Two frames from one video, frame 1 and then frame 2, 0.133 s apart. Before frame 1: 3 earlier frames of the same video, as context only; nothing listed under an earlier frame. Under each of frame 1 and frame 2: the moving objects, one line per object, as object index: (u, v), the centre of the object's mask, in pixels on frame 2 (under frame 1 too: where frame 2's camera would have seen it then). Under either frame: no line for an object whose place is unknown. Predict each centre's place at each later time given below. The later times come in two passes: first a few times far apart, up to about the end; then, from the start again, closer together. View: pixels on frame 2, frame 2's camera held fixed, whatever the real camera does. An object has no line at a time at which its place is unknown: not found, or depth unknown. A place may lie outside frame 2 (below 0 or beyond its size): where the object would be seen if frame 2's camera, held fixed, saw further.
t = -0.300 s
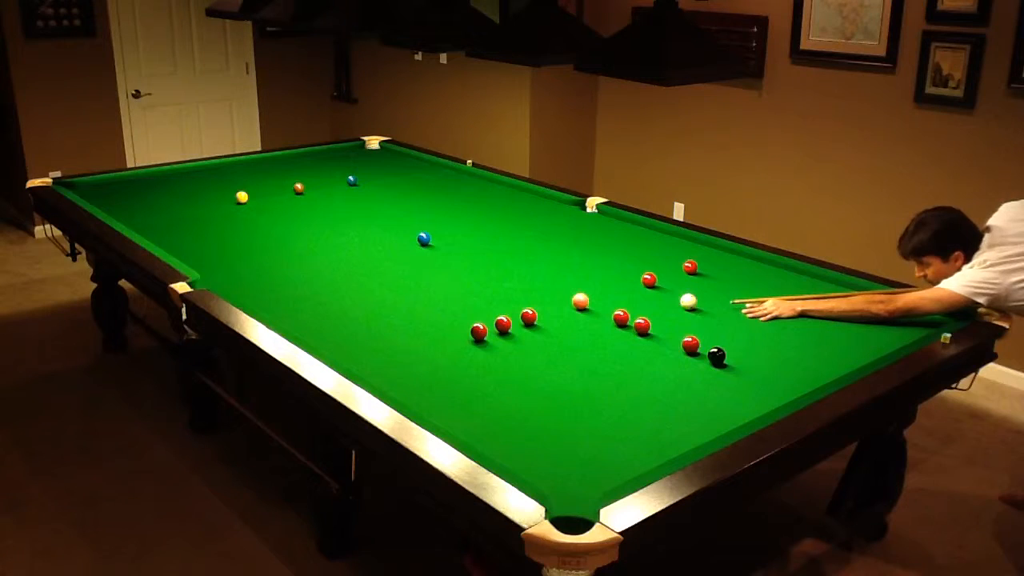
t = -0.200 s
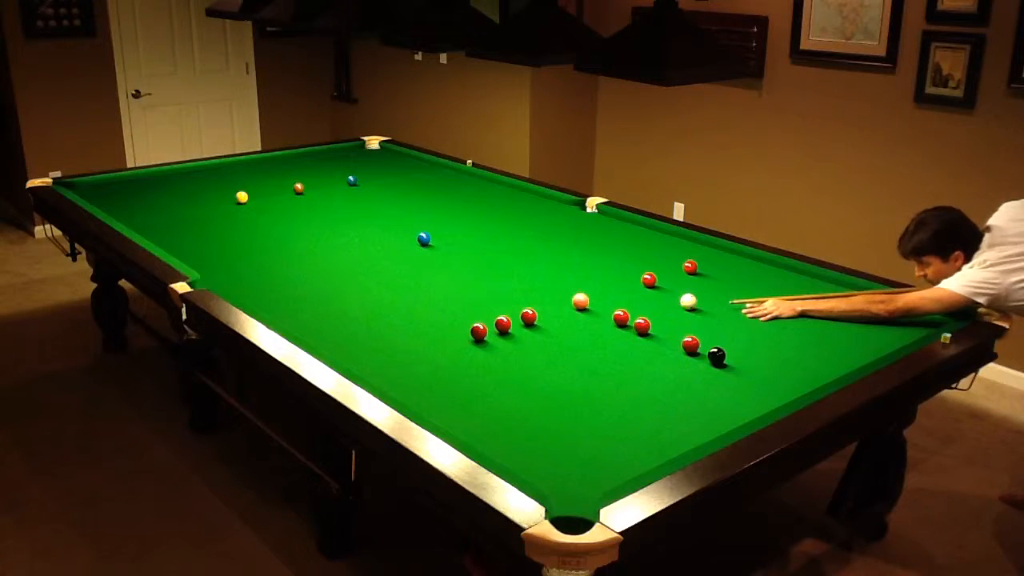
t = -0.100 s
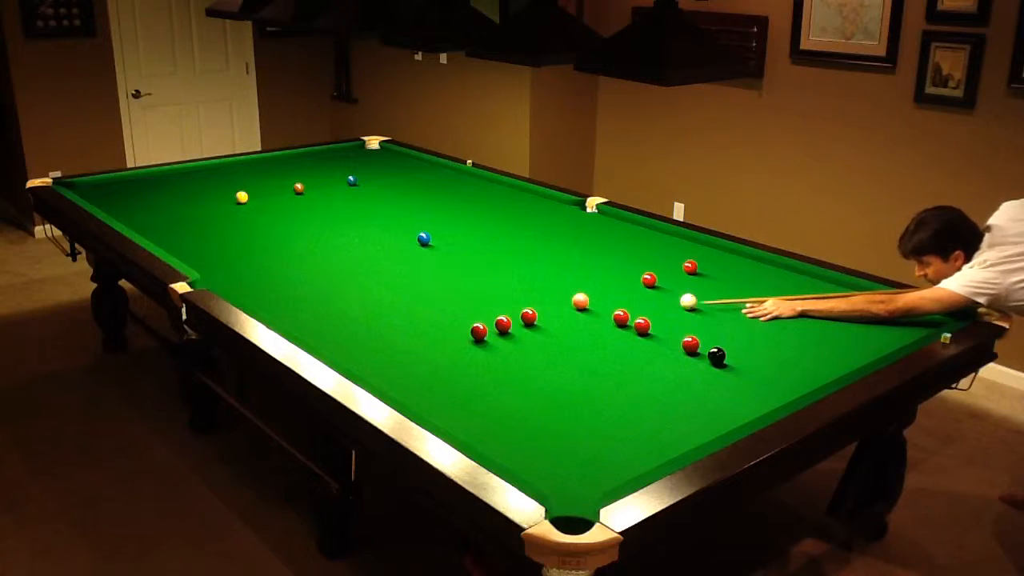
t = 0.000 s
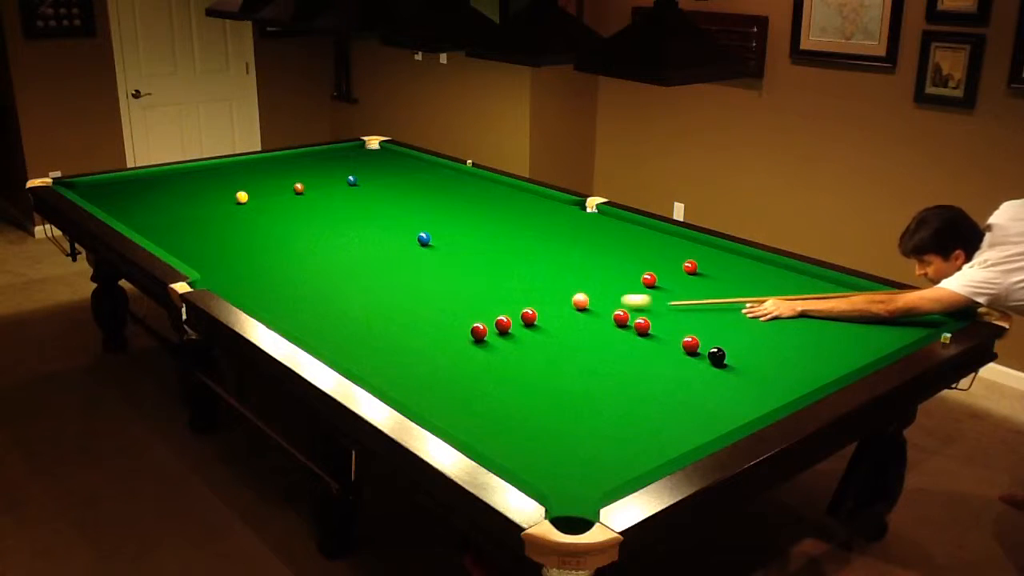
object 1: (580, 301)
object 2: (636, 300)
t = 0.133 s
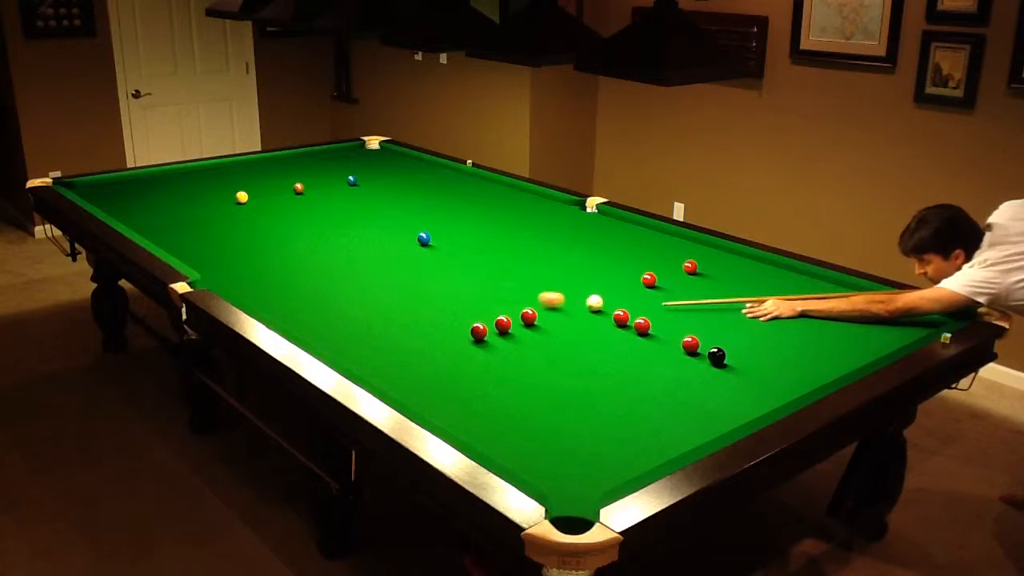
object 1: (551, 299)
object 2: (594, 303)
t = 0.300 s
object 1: (487, 297)
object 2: (589, 306)
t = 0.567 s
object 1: (397, 293)
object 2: (582, 310)
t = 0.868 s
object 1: (301, 289)
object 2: (575, 314)
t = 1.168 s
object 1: (208, 283)
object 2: (569, 317)
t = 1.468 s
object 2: (564, 319)
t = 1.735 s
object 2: (561, 321)
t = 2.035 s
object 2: (558, 322)
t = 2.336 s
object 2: (557, 322)
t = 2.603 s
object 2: (558, 322)
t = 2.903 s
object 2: (558, 322)
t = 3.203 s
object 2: (558, 322)
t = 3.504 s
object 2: (558, 322)
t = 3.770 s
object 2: (558, 322)
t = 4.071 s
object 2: (558, 322)
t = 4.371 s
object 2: (558, 322)
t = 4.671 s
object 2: (558, 322)
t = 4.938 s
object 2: (558, 322)
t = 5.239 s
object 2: (558, 322)
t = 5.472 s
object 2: (558, 323)
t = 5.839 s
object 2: (558, 322)
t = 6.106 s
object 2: (558, 322)
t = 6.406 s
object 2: (558, 322)
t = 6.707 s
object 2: (558, 322)
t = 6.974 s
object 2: (558, 322)
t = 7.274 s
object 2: (558, 322)
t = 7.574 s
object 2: (558, 322)
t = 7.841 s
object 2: (558, 322)
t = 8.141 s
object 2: (558, 322)
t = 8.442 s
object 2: (558, 322)
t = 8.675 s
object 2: (558, 322)
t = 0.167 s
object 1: (537, 299)
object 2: (593, 303)
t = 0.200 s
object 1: (523, 298)
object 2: (592, 304)
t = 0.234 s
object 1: (511, 298)
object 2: (591, 304)
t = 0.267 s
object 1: (499, 297)
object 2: (590, 305)
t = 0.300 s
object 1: (487, 297)
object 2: (589, 306)
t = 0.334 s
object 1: (476, 296)
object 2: (588, 306)
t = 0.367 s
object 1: (464, 296)
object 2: (587, 307)
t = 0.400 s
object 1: (453, 295)
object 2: (586, 307)
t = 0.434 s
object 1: (442, 295)
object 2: (586, 308)
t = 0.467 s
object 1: (430, 294)
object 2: (585, 308)
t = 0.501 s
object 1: (420, 294)
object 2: (584, 309)
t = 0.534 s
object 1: (408, 293)
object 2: (583, 309)
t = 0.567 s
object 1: (397, 293)
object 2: (582, 310)
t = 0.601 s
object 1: (386, 293)
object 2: (581, 310)
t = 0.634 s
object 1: (375, 292)
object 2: (580, 311)
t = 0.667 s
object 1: (364, 292)
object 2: (580, 311)
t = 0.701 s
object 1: (354, 291)
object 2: (579, 311)
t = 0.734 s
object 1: (343, 291)
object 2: (578, 312)
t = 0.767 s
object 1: (332, 291)
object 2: (577, 312)
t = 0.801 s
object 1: (322, 290)
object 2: (576, 313)
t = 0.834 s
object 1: (311, 290)
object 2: (576, 313)
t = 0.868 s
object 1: (301, 289)
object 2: (575, 314)
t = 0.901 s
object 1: (290, 289)
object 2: (574, 314)
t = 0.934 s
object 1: (280, 288)
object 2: (574, 314)
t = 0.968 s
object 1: (269, 288)
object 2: (573, 315)
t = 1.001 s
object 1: (259, 288)
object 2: (572, 315)
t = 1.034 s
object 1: (248, 287)
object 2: (571, 315)
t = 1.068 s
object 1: (239, 286)
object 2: (571, 316)
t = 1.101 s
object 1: (229, 285)
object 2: (570, 316)
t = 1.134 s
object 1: (219, 284)
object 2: (570, 316)
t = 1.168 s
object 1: (208, 283)
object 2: (569, 317)
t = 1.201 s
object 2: (568, 317)
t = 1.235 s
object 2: (568, 317)
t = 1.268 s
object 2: (567, 318)
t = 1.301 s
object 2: (567, 318)
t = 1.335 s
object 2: (566, 318)
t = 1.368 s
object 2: (566, 318)
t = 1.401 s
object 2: (565, 319)
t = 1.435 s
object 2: (565, 319)
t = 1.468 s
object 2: (564, 319)
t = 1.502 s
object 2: (564, 319)
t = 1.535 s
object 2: (563, 320)
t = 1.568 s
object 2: (563, 320)
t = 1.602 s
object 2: (562, 320)
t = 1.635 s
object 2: (562, 320)
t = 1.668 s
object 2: (561, 321)
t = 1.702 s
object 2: (561, 321)
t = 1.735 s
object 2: (561, 321)
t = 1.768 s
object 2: (561, 321)
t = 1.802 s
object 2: (560, 321)
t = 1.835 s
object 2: (560, 322)
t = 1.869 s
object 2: (560, 321)
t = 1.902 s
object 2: (559, 322)
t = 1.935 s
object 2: (559, 322)
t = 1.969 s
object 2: (559, 322)
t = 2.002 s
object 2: (559, 322)
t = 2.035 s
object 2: (558, 322)
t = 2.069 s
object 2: (558, 322)
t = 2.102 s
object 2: (558, 322)
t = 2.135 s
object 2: (558, 322)
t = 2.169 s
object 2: (558, 322)
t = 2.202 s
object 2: (558, 322)
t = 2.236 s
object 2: (558, 322)
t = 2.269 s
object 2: (558, 322)
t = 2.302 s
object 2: (557, 322)
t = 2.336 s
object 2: (557, 322)
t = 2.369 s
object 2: (557, 322)
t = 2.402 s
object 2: (557, 322)
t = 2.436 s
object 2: (558, 322)
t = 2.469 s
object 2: (558, 322)
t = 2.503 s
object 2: (558, 322)
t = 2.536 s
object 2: (558, 322)
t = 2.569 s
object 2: (558, 322)
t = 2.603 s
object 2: (558, 322)
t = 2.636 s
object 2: (558, 322)
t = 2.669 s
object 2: (558, 322)
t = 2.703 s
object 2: (558, 322)
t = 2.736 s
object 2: (558, 322)
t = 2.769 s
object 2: (558, 322)
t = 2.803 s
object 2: (558, 322)
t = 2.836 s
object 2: (558, 322)
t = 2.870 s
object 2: (558, 322)
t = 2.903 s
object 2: (558, 322)
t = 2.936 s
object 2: (558, 322)
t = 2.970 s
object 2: (558, 322)
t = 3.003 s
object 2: (558, 322)
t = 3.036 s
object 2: (558, 322)
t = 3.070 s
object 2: (558, 322)
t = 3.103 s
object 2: (558, 322)
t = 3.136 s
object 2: (558, 322)
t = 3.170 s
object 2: (558, 322)
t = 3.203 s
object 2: (558, 322)
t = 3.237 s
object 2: (558, 322)
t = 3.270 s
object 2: (558, 322)
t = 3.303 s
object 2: (558, 322)
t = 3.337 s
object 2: (558, 322)
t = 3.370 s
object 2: (558, 322)
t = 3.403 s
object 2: (558, 322)
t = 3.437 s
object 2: (558, 322)
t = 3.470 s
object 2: (558, 322)
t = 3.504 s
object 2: (558, 322)
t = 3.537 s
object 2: (558, 322)
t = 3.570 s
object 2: (558, 322)
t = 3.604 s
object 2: (558, 322)
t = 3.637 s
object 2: (558, 322)
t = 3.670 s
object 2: (558, 322)
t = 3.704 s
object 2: (558, 322)
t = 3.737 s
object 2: (558, 322)
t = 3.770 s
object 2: (558, 322)
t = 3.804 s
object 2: (558, 322)
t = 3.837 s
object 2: (558, 322)
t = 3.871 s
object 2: (558, 322)
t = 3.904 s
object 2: (558, 322)
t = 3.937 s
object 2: (558, 322)
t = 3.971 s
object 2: (558, 322)
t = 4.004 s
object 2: (558, 322)
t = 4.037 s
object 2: (558, 322)
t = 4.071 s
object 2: (558, 322)
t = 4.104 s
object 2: (558, 322)
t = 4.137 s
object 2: (558, 322)
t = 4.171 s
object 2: (558, 322)
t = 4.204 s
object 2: (558, 322)
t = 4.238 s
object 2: (558, 322)
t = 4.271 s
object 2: (558, 322)
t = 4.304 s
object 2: (558, 322)
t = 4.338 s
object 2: (558, 322)
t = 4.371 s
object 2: (558, 322)
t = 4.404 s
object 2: (558, 322)
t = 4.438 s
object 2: (558, 322)
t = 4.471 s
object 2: (558, 322)
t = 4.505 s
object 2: (558, 322)
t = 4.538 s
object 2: (558, 322)
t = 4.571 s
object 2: (558, 322)
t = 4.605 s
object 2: (558, 322)
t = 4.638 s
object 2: (558, 322)
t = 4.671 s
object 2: (558, 322)
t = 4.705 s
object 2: (558, 322)
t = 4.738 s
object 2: (558, 322)
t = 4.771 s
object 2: (558, 322)
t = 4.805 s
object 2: (558, 322)
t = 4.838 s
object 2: (558, 322)
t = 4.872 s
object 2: (558, 322)
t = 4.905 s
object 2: (558, 322)
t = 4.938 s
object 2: (558, 322)
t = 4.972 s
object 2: (558, 323)
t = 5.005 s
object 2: (558, 323)
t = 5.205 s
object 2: (558, 322)
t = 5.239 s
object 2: (558, 322)
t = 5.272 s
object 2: (558, 322)
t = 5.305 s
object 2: (558, 322)
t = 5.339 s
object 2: (558, 322)
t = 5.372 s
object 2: (558, 322)
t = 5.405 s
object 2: (558, 322)
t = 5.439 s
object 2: (558, 322)
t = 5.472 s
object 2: (558, 323)
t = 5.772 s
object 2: (561, 320)
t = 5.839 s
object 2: (558, 322)
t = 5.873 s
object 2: (558, 322)
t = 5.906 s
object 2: (558, 322)
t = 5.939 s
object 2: (558, 322)
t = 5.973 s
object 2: (558, 322)
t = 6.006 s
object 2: (558, 322)
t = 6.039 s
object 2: (558, 322)
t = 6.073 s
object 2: (558, 322)
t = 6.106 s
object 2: (558, 322)
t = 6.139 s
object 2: (558, 322)
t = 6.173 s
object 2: (558, 322)
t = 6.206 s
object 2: (558, 322)
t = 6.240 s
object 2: (558, 322)
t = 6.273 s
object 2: (558, 322)
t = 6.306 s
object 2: (558, 322)
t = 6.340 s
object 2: (558, 322)
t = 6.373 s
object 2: (558, 322)
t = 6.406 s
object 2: (558, 322)
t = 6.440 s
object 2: (558, 322)
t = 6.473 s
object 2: (558, 322)
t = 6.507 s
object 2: (558, 322)
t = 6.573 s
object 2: (558, 322)
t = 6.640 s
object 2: (558, 322)
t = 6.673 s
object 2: (558, 322)
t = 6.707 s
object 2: (558, 322)
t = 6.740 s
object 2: (558, 322)
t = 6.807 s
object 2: (558, 322)
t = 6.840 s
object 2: (558, 322)
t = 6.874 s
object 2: (558, 322)
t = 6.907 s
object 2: (558, 322)
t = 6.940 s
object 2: (558, 322)
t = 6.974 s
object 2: (558, 322)
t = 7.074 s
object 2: (558, 322)
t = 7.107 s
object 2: (558, 322)
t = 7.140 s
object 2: (558, 322)
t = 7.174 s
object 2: (558, 322)
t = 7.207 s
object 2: (558, 322)
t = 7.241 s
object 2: (558, 322)
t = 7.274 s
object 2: (558, 322)
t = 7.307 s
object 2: (558, 322)
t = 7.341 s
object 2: (558, 322)
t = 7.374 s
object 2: (558, 322)
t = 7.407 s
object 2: (558, 322)
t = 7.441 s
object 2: (558, 322)
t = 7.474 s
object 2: (558, 322)
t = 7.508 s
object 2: (558, 322)
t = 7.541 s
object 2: (558, 322)
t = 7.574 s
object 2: (558, 322)
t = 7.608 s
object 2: (558, 322)
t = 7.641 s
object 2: (558, 322)
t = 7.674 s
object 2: (558, 322)
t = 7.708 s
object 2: (558, 322)
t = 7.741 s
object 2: (558, 322)
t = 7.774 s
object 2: (558, 322)
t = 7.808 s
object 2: (558, 322)
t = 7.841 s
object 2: (558, 322)
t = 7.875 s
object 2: (558, 322)
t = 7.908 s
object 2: (558, 322)
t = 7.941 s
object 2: (558, 322)
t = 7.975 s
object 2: (558, 322)
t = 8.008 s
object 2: (558, 322)
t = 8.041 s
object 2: (558, 322)
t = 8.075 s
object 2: (558, 322)
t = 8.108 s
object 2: (558, 322)
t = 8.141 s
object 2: (558, 322)
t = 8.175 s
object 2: (558, 322)
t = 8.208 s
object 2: (558, 322)
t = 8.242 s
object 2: (558, 322)
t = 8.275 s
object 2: (558, 322)
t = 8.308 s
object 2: (558, 322)
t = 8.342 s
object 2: (558, 322)
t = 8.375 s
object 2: (558, 322)
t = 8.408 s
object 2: (558, 322)
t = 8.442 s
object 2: (558, 322)
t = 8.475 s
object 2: (558, 322)
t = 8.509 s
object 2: (558, 322)
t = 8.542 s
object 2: (558, 322)
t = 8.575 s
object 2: (558, 322)
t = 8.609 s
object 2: (558, 322)
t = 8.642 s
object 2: (558, 322)
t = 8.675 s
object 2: (558, 322)
